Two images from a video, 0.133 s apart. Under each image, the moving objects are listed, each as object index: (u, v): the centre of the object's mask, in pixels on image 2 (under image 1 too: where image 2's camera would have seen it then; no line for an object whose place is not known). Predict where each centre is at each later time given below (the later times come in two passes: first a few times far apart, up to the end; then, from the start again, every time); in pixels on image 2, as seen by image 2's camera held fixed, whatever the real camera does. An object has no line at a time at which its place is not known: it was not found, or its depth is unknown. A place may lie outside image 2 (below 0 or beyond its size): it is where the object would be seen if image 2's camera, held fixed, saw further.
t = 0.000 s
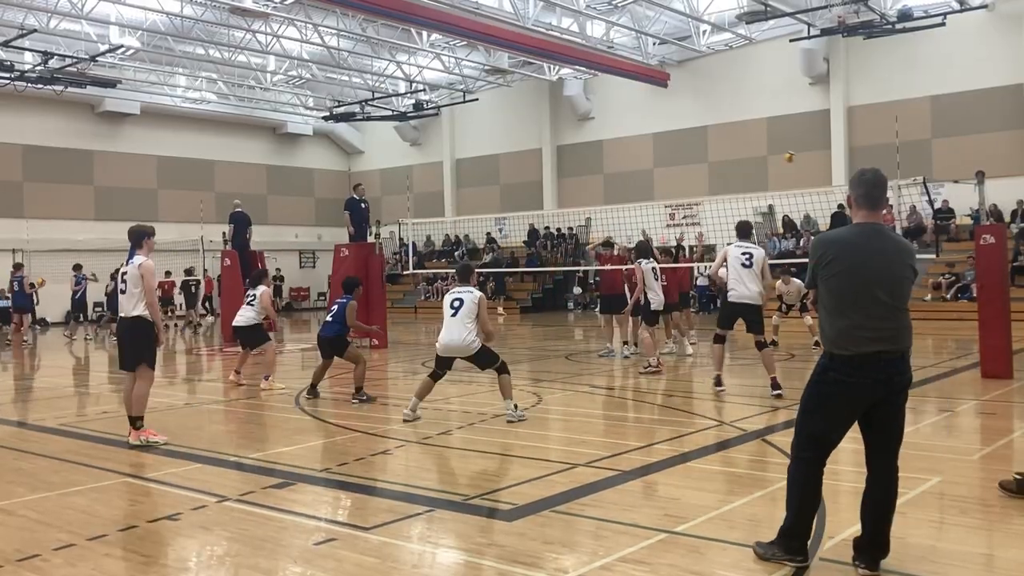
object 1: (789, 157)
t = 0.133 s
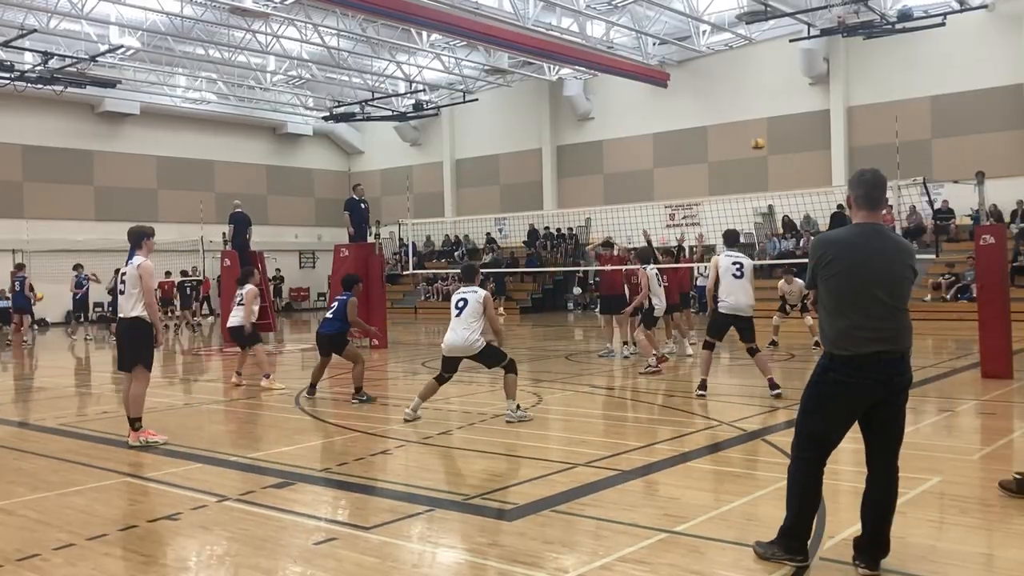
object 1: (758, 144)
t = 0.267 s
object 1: (719, 142)
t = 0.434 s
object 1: (664, 160)
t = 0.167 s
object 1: (748, 143)
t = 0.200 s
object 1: (739, 142)
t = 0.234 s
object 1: (729, 142)
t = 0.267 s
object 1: (719, 142)
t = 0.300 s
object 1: (709, 144)
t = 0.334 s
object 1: (698, 147)
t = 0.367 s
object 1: (687, 150)
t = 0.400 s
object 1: (676, 154)
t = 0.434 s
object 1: (664, 160)
